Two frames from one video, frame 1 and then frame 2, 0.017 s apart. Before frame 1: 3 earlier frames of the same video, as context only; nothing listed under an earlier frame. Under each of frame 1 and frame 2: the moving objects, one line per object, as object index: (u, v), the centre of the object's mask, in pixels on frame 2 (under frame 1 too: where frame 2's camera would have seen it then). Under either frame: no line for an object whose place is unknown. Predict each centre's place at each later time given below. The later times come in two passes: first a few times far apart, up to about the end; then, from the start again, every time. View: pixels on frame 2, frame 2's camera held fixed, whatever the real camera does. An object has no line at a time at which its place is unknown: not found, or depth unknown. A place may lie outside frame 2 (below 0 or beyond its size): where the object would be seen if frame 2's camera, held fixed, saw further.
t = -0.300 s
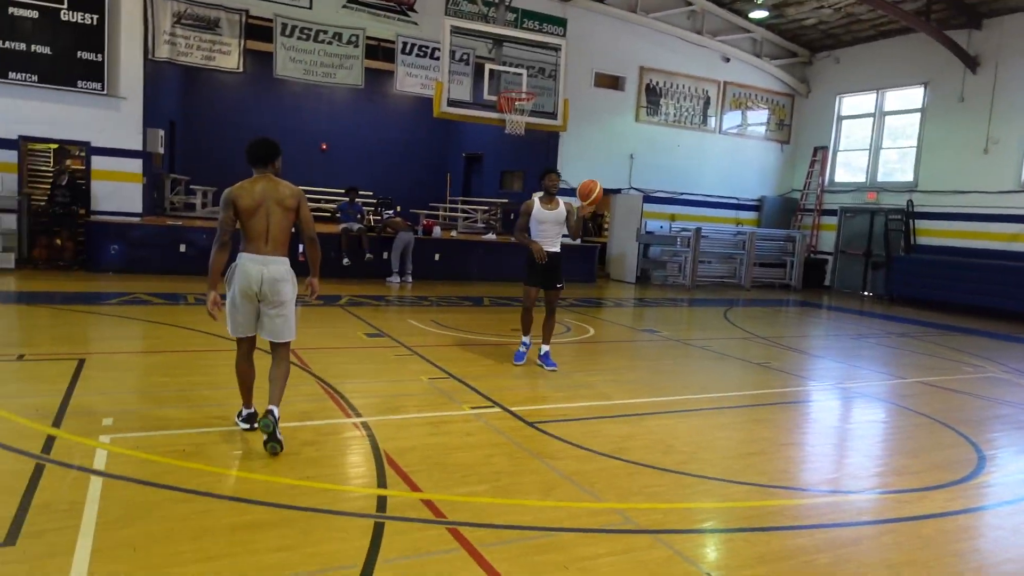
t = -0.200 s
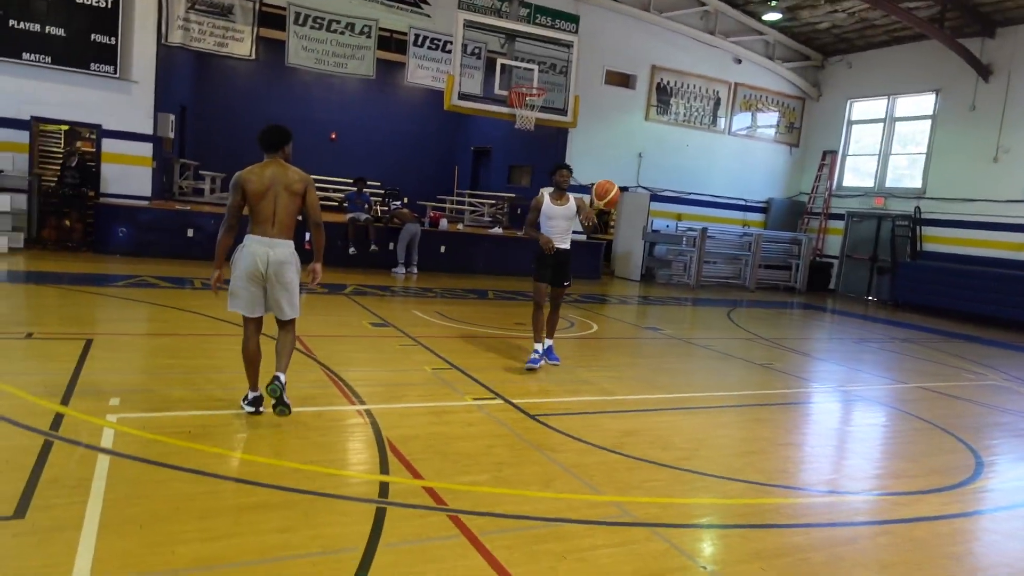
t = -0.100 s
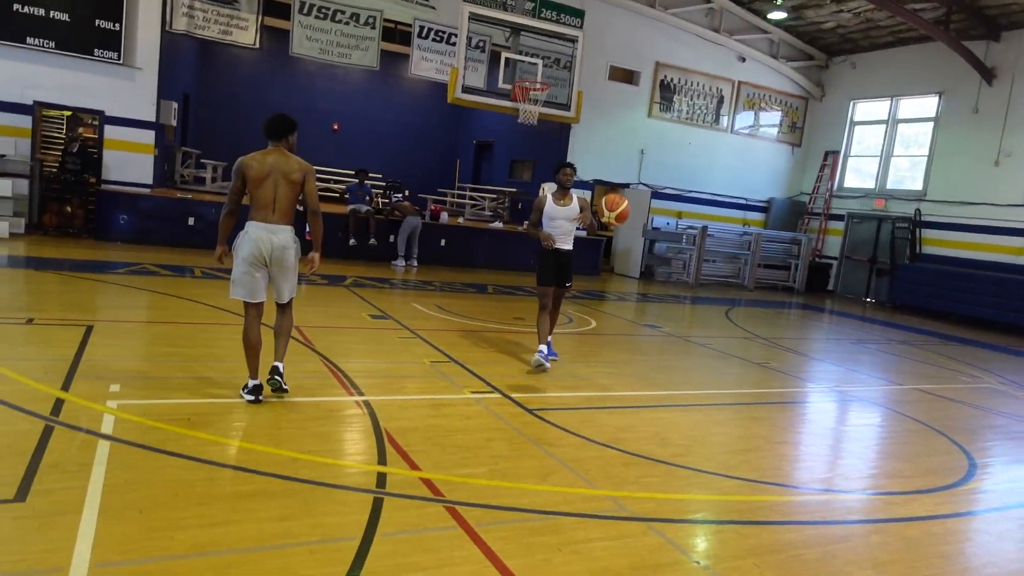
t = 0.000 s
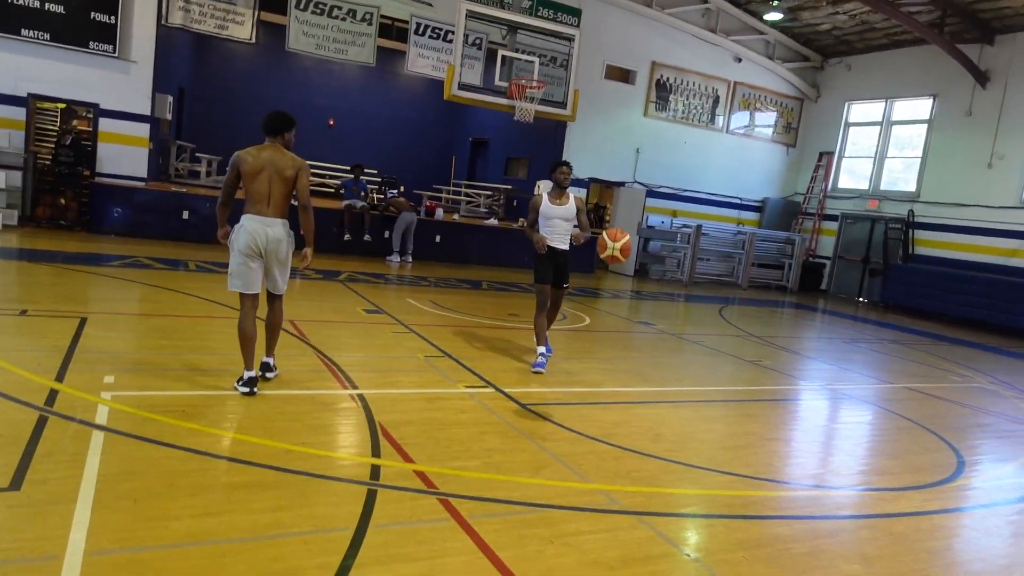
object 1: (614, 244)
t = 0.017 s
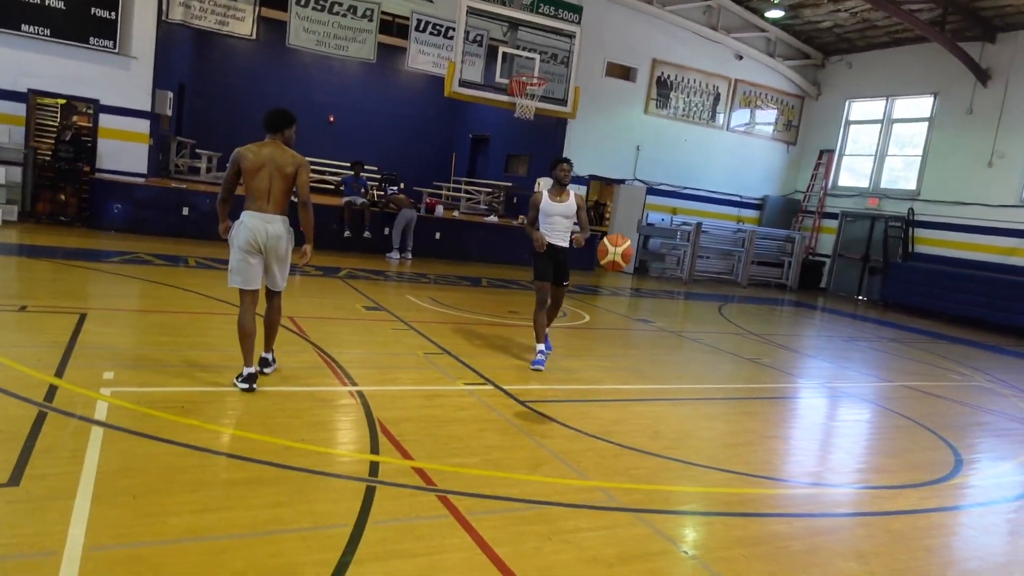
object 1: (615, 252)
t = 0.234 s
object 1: (622, 453)
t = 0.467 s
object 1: (672, 398)
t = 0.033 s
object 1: (616, 261)
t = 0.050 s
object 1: (616, 271)
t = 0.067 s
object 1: (617, 282)
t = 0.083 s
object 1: (618, 294)
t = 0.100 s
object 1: (619, 307)
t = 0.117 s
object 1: (619, 321)
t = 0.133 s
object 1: (620, 336)
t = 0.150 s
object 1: (620, 352)
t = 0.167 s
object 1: (620, 370)
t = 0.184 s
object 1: (621, 388)
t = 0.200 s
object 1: (621, 409)
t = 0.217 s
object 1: (622, 430)
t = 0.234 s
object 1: (622, 453)
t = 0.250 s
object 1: (622, 478)
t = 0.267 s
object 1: (622, 502)
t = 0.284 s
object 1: (626, 492)
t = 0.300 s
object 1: (630, 482)
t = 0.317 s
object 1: (634, 472)
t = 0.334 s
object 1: (638, 463)
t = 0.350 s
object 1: (642, 454)
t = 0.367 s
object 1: (647, 445)
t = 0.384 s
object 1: (651, 437)
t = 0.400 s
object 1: (655, 428)
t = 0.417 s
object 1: (660, 420)
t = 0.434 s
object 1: (664, 412)
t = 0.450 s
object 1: (668, 405)
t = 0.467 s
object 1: (672, 398)
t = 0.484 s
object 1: (675, 391)
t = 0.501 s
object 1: (680, 385)
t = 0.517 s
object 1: (684, 380)
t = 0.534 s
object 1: (688, 375)
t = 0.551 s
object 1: (692, 371)
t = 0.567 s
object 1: (696, 366)
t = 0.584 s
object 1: (700, 363)
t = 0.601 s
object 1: (703, 360)
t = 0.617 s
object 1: (708, 358)
